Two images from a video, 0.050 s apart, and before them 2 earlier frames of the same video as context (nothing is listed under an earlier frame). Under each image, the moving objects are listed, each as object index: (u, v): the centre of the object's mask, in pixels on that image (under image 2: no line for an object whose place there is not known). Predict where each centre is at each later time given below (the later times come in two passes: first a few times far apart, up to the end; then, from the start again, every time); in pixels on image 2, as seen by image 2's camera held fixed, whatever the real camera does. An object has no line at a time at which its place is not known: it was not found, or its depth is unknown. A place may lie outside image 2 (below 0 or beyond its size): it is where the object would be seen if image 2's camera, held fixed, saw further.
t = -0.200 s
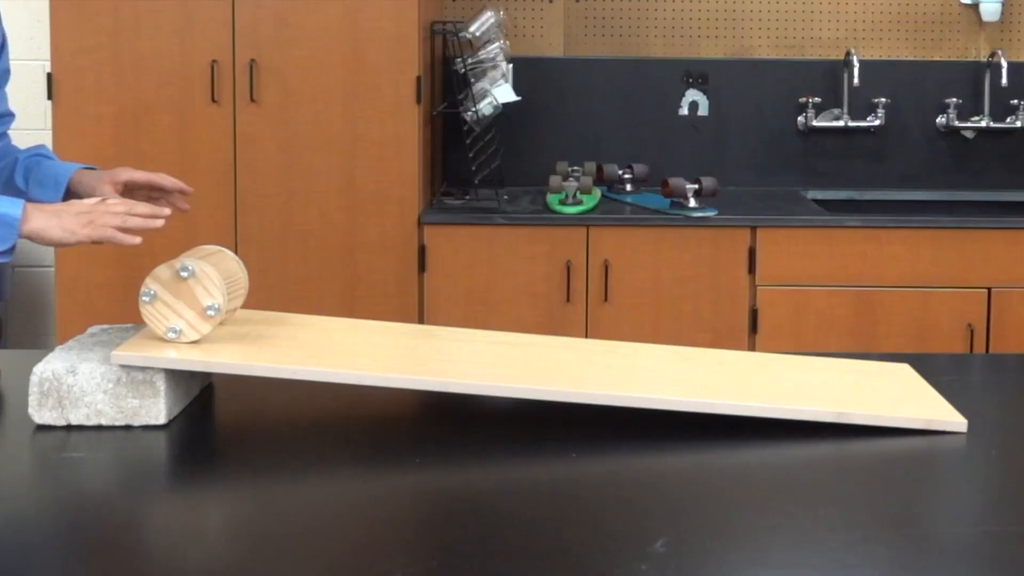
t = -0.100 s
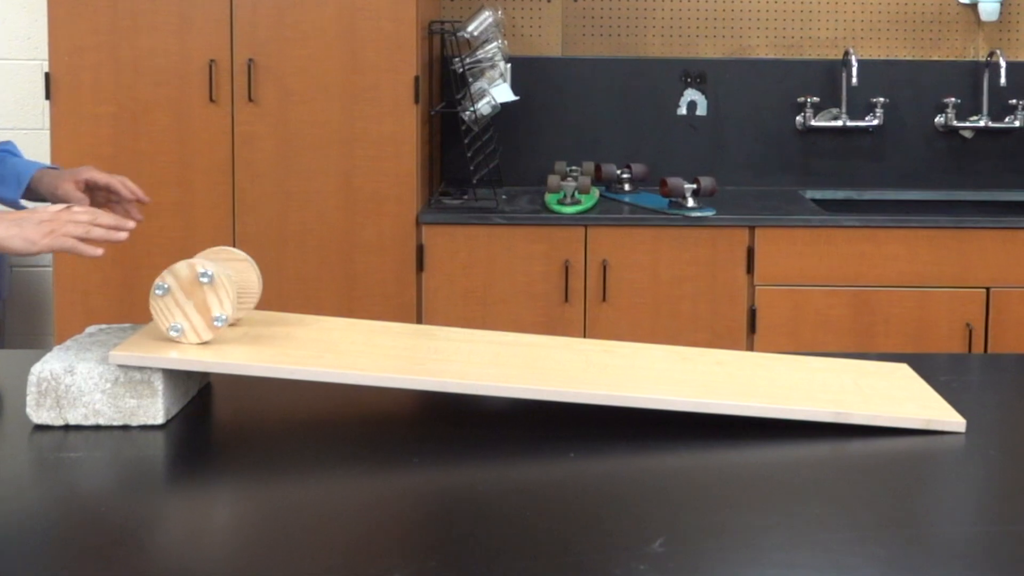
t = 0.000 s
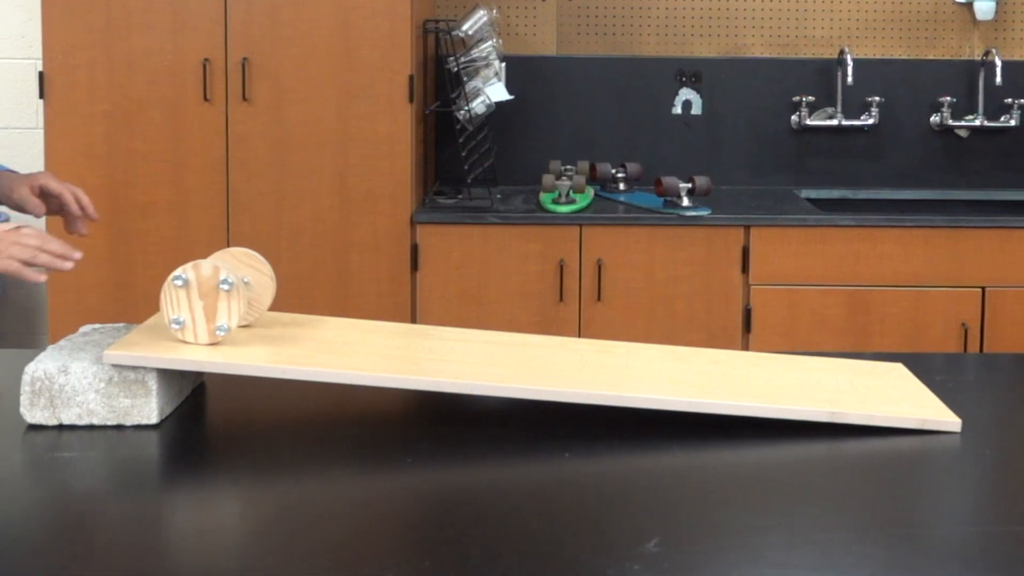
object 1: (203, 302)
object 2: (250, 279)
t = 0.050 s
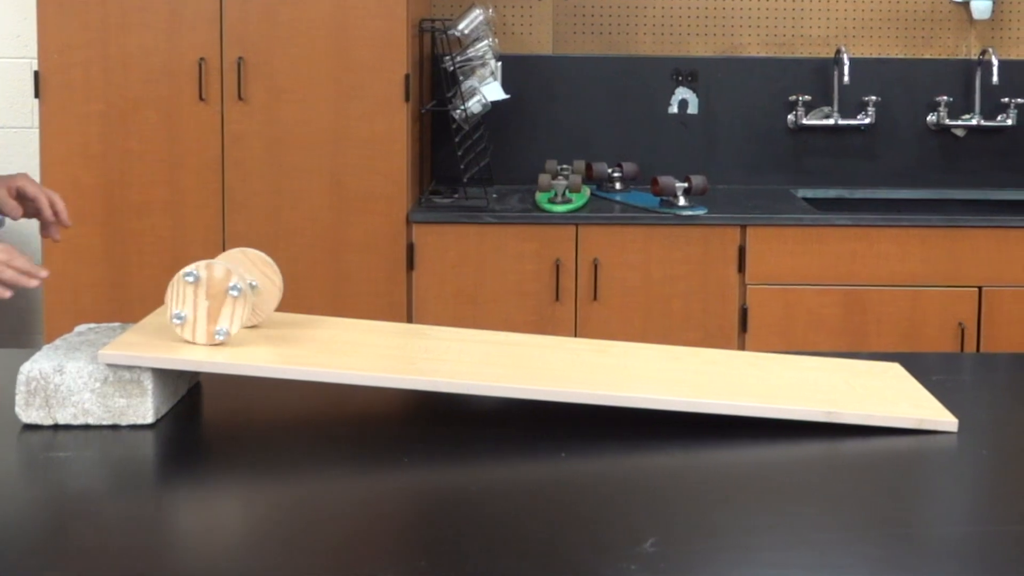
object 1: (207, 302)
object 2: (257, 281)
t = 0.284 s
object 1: (267, 307)
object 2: (325, 290)
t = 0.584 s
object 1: (371, 314)
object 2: (441, 301)
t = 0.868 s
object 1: (494, 324)
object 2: (580, 311)
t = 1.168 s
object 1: (647, 334)
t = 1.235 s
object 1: (685, 336)
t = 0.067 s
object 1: (211, 303)
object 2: (261, 282)
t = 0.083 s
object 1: (214, 303)
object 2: (265, 282)
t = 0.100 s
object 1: (218, 303)
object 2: (269, 283)
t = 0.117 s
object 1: (221, 303)
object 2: (273, 284)
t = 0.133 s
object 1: (226, 304)
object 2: (278, 284)
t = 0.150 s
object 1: (230, 304)
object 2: (282, 285)
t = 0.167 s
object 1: (234, 305)
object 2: (287, 285)
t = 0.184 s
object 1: (238, 305)
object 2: (292, 286)
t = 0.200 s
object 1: (243, 305)
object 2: (297, 286)
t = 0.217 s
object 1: (247, 306)
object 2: (302, 287)
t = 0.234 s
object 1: (252, 306)
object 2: (308, 288)
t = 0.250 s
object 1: (257, 306)
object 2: (313, 289)
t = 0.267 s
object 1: (262, 306)
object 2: (319, 289)
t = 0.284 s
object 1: (267, 307)
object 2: (325, 290)
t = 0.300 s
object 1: (272, 308)
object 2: (331, 291)
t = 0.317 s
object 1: (277, 308)
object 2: (336, 292)
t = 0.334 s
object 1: (282, 308)
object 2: (342, 292)
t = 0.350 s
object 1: (287, 309)
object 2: (348, 293)
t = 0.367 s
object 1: (293, 309)
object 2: (355, 294)
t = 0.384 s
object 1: (298, 310)
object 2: (360, 294)
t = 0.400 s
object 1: (304, 310)
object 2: (367, 295)
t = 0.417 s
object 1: (310, 310)
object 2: (373, 295)
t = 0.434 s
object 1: (316, 310)
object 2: (379, 296)
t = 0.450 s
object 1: (322, 310)
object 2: (387, 297)
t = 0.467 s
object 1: (329, 311)
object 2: (393, 297)
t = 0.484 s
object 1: (333, 312)
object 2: (399, 298)
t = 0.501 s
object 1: (339, 312)
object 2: (406, 299)
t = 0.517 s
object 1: (346, 312)
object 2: (412, 299)
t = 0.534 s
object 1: (352, 312)
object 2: (420, 299)
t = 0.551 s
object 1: (358, 313)
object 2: (426, 300)
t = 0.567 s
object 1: (365, 314)
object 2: (433, 300)
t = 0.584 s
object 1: (371, 314)
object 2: (441, 301)
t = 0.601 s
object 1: (378, 315)
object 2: (448, 301)
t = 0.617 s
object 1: (384, 315)
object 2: (455, 302)
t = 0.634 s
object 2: (462, 303)
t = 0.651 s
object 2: (470, 303)
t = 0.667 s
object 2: (477, 304)
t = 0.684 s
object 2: (485, 305)
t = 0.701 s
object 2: (493, 305)
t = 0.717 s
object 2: (501, 305)
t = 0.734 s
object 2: (509, 306)
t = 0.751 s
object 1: (441, 320)
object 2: (517, 306)
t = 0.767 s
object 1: (449, 320)
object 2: (526, 307)
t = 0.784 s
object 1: (456, 320)
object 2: (534, 307)
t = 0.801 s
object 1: (463, 321)
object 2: (543, 308)
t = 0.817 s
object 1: (471, 322)
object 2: (552, 309)
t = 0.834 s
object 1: (478, 322)
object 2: (561, 309)
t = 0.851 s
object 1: (486, 323)
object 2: (570, 310)
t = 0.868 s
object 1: (494, 324)
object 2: (580, 311)
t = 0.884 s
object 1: (502, 324)
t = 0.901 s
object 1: (509, 325)
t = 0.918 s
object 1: (517, 326)
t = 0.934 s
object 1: (525, 326)
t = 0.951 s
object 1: (534, 327)
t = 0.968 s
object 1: (542, 327)
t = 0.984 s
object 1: (550, 328)
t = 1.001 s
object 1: (559, 329)
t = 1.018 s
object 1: (567, 329)
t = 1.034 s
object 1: (576, 329)
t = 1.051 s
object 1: (585, 330)
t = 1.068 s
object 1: (593, 331)
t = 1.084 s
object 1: (602, 331)
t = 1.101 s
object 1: (611, 332)
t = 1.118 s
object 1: (620, 332)
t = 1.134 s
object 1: (629, 333)
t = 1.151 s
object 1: (637, 333)
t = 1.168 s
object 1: (647, 334)
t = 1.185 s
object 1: (656, 335)
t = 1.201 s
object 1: (666, 336)
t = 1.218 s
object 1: (675, 336)
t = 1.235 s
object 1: (685, 336)
